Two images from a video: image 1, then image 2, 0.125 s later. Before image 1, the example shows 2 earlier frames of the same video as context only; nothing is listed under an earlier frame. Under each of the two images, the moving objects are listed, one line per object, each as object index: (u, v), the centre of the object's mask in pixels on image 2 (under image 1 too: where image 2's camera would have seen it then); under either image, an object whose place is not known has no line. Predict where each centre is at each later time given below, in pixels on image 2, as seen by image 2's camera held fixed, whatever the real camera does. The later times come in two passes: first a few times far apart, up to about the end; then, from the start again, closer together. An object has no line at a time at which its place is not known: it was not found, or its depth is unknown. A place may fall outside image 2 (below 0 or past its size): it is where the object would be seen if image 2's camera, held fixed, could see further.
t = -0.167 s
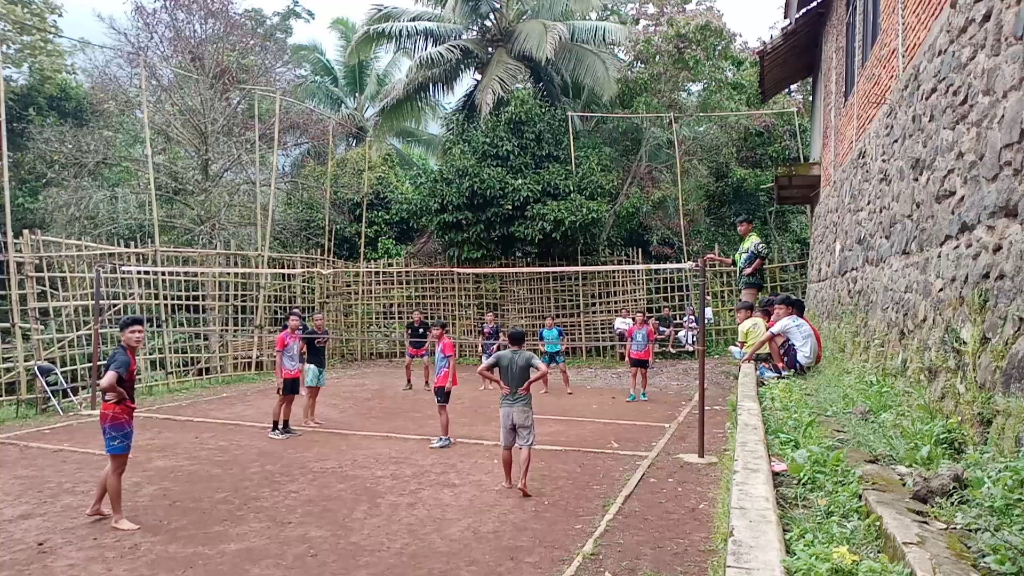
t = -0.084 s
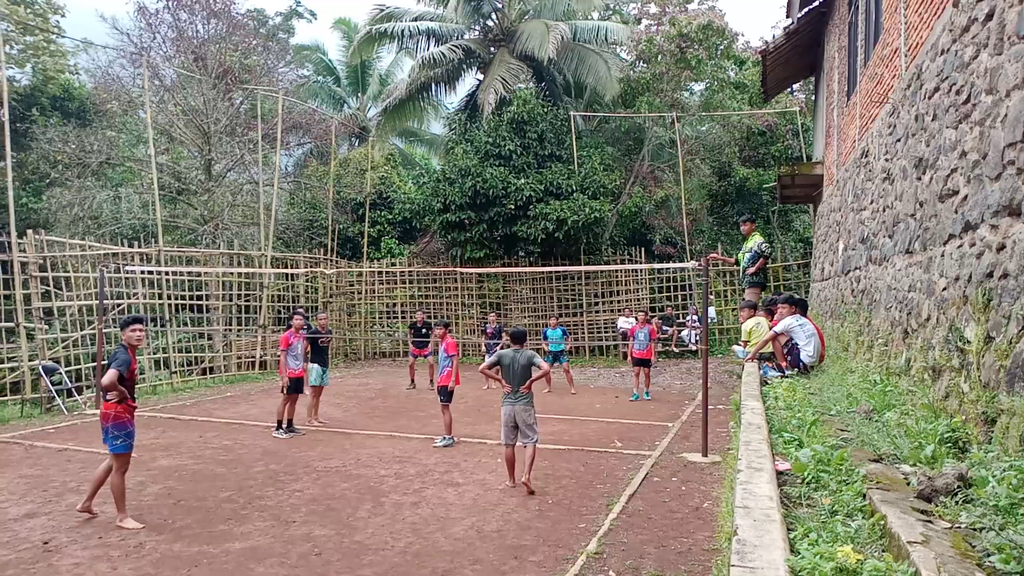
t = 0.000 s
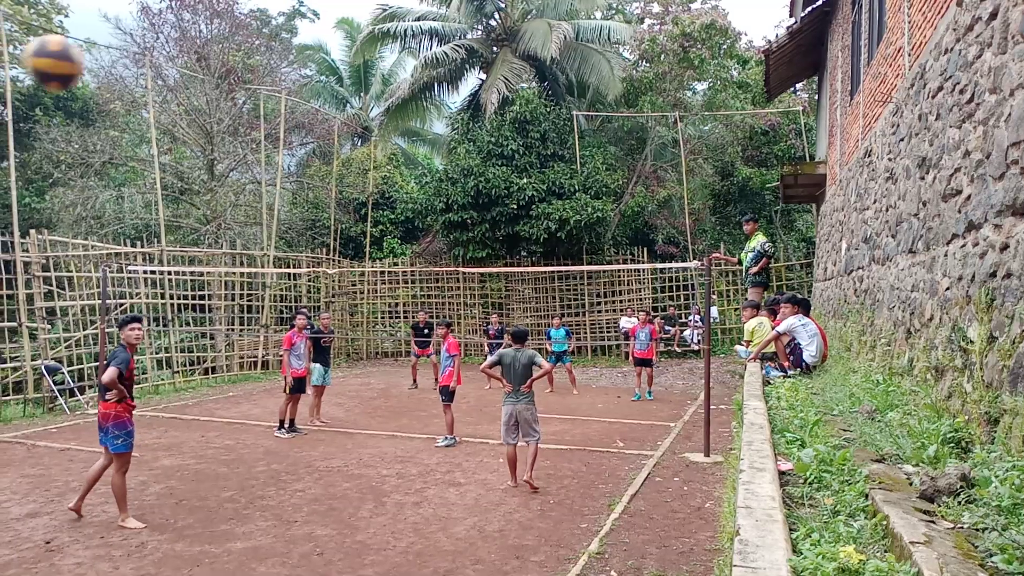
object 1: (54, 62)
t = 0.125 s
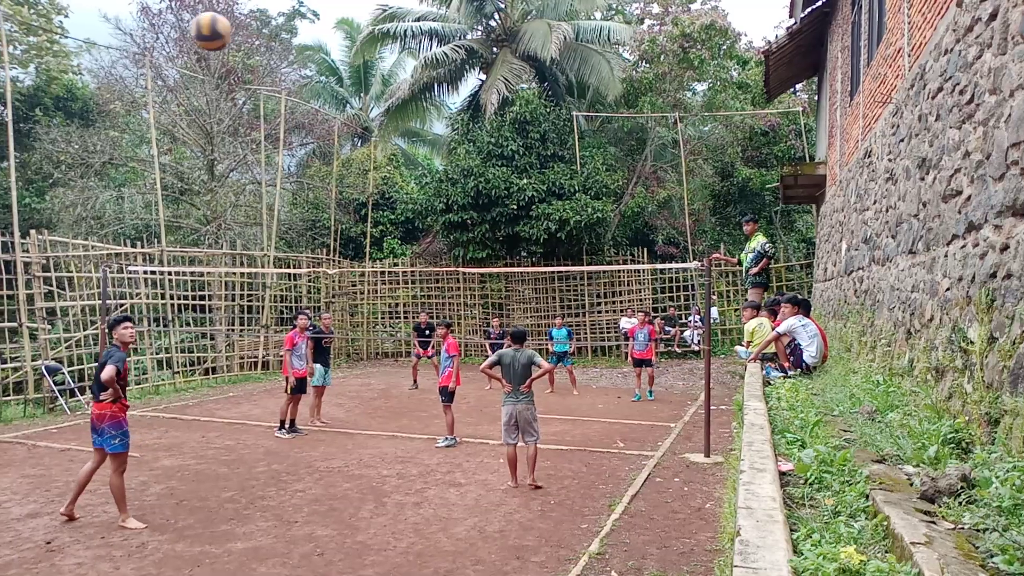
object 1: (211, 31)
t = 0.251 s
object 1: (292, 36)
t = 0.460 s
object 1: (370, 73)
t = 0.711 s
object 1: (419, 142)
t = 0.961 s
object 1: (446, 220)
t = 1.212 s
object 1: (461, 303)
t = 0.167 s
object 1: (244, 31)
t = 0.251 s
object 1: (292, 36)
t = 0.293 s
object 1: (312, 42)
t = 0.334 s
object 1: (329, 49)
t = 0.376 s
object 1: (345, 56)
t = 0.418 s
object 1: (359, 64)
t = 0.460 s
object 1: (370, 73)
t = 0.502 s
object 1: (381, 84)
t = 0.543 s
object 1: (390, 94)
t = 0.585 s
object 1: (399, 105)
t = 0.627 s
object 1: (406, 117)
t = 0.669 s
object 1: (413, 129)
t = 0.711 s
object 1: (419, 142)
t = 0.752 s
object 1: (425, 155)
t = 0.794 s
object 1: (430, 167)
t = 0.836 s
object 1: (435, 180)
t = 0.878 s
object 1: (438, 193)
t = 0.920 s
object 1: (443, 206)
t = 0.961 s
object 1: (446, 220)
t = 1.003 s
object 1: (449, 233)
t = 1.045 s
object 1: (452, 246)
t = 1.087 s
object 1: (455, 260)
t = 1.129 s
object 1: (457, 274)
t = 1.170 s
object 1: (459, 287)
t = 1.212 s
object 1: (461, 303)
